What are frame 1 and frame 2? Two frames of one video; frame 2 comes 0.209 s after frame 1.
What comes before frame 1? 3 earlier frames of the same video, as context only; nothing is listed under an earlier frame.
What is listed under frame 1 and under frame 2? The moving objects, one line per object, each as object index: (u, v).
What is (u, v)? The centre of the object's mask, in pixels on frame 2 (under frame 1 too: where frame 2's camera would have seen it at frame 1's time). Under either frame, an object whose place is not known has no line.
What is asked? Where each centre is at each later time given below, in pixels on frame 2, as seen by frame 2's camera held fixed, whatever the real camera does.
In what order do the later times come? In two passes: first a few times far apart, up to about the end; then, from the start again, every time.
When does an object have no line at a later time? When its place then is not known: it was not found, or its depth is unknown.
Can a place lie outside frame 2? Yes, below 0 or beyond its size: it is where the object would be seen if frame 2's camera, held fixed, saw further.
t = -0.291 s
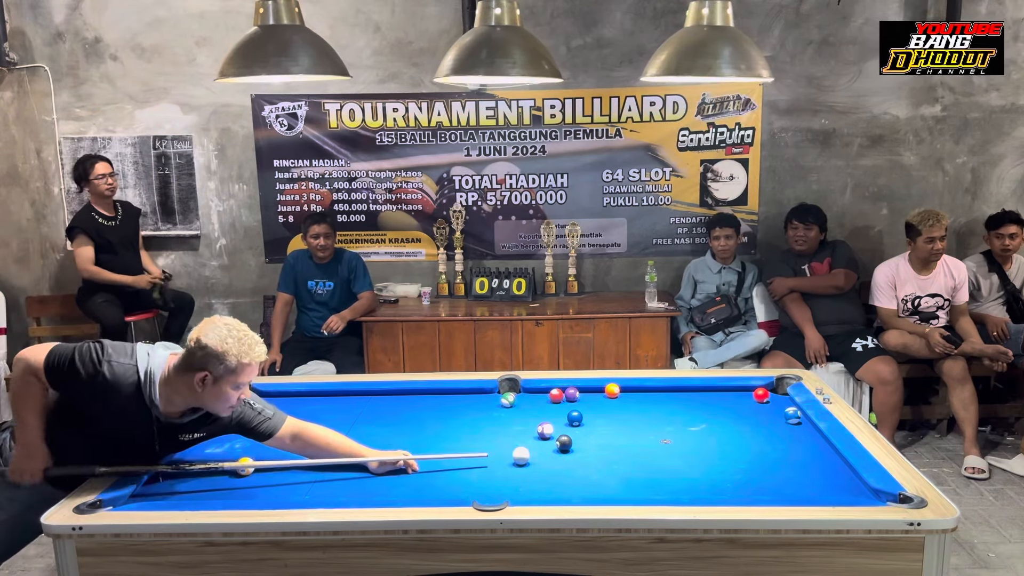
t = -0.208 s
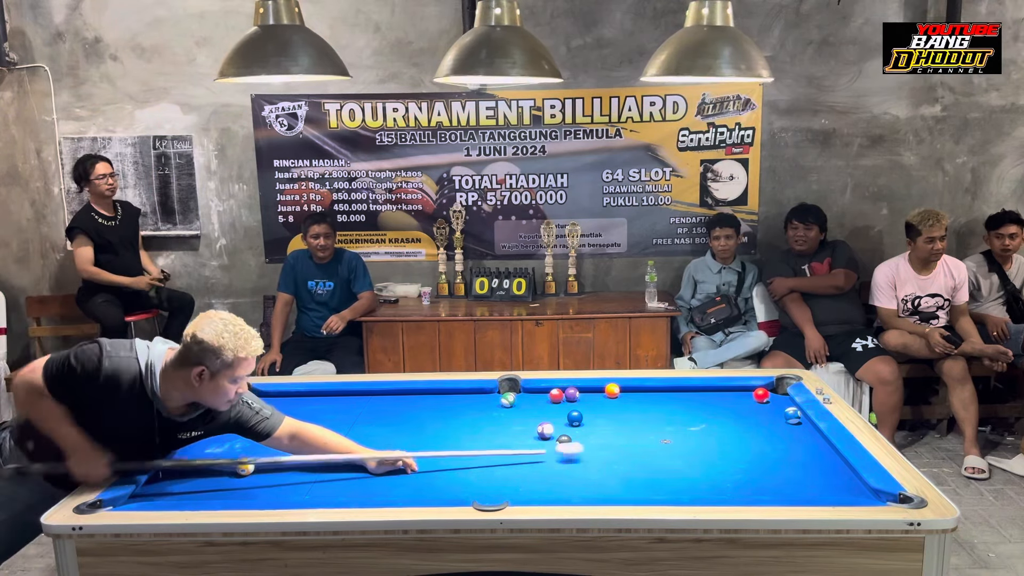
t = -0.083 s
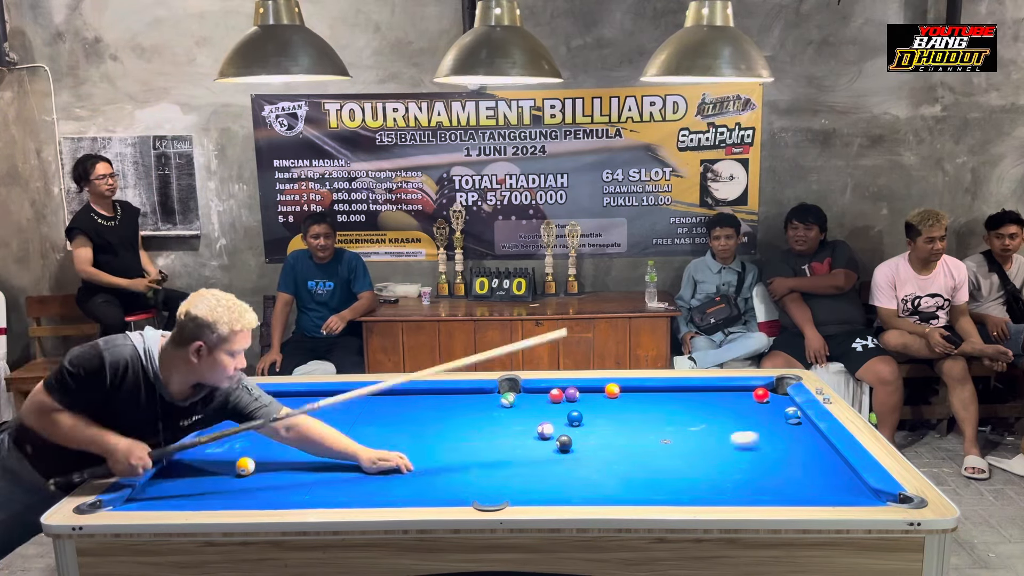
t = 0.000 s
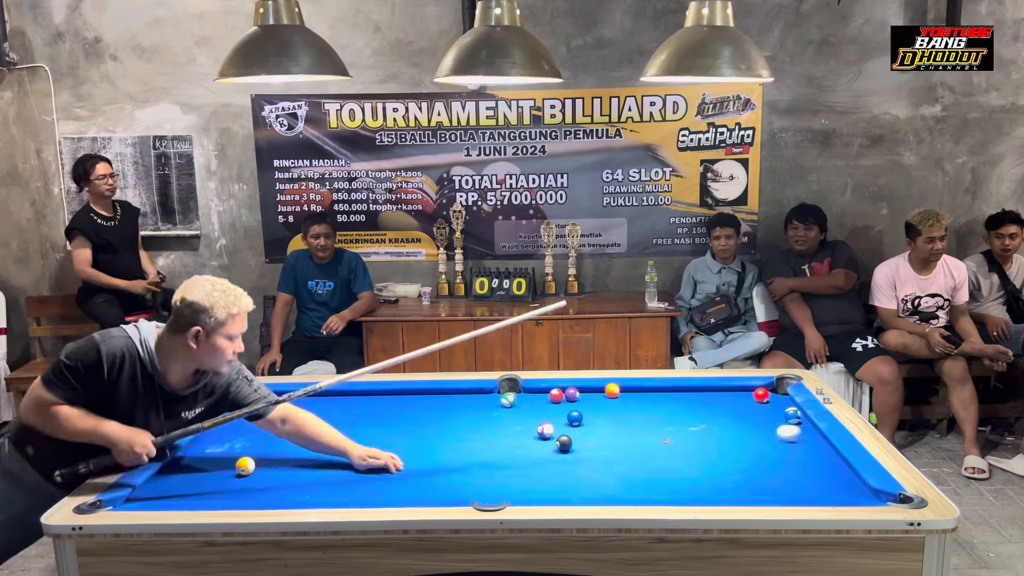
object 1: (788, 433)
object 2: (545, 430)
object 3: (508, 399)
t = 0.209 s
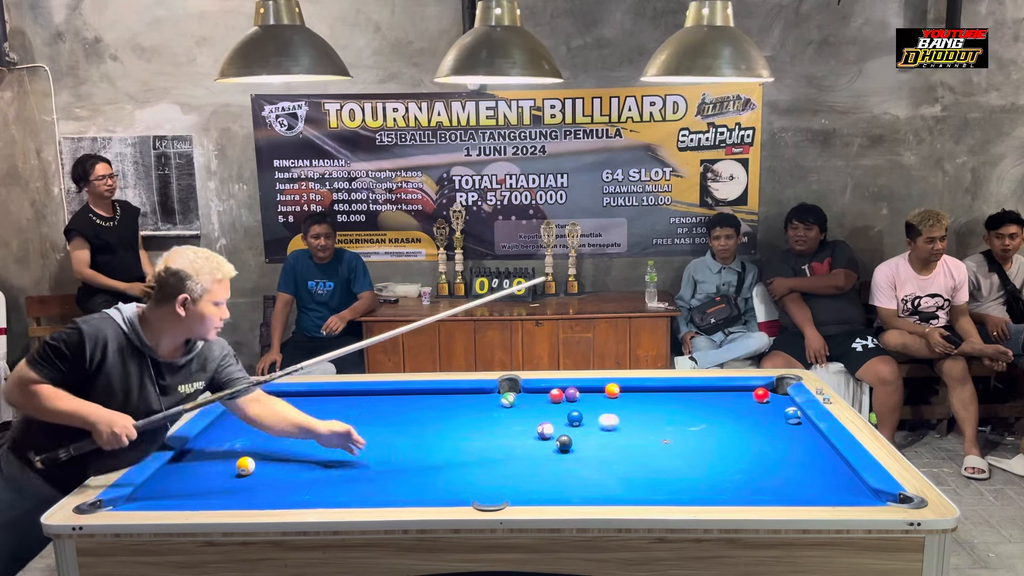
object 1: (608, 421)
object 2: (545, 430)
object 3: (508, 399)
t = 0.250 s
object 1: (588, 420)
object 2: (545, 430)
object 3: (508, 399)
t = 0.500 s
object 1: (554, 435)
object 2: (531, 430)
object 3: (501, 390)
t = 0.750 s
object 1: (519, 446)
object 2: (501, 429)
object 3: (509, 388)
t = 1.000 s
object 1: (481, 455)
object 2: (474, 427)
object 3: (497, 391)
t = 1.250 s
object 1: (443, 465)
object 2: (448, 427)
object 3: (485, 393)
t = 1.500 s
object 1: (404, 474)
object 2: (424, 426)
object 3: (475, 395)
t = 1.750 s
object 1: (365, 483)
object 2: (402, 425)
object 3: (465, 397)
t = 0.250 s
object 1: (588, 420)
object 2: (545, 430)
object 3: (508, 399)
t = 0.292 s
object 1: (581, 424)
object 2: (545, 430)
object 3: (508, 399)
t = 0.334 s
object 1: (576, 427)
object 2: (545, 430)
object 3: (507, 400)
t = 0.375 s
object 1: (566, 429)
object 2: (545, 430)
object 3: (506, 399)
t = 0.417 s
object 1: (561, 429)
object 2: (543, 430)
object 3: (506, 395)
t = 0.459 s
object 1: (558, 432)
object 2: (535, 430)
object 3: (503, 393)
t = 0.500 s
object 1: (554, 435)
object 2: (531, 430)
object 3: (501, 390)
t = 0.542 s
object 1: (549, 439)
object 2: (525, 429)
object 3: (502, 388)
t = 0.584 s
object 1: (544, 440)
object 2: (520, 429)
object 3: (506, 387)
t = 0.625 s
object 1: (537, 442)
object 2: (514, 429)
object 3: (513, 387)
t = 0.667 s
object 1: (532, 443)
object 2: (511, 429)
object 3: (515, 387)
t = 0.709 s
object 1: (524, 445)
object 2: (505, 429)
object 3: (512, 388)
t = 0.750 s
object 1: (519, 446)
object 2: (501, 429)
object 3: (509, 388)
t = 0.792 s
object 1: (512, 448)
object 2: (495, 428)
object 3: (506, 389)
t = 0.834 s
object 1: (507, 449)
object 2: (492, 428)
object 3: (505, 389)
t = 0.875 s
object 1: (499, 451)
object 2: (487, 428)
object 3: (502, 390)
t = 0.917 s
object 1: (494, 452)
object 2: (483, 428)
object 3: (501, 390)
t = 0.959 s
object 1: (486, 454)
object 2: (477, 427)
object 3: (498, 391)
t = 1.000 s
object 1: (481, 455)
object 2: (474, 427)
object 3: (497, 391)
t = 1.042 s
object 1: (473, 457)
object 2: (469, 427)
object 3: (494, 392)
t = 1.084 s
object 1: (469, 458)
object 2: (465, 427)
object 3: (493, 392)
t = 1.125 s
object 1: (461, 460)
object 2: (460, 427)
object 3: (491, 392)
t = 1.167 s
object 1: (456, 462)
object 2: (456, 427)
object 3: (489, 393)
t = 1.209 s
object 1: (448, 463)
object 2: (451, 427)
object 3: (486, 393)
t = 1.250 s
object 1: (443, 465)
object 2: (448, 427)
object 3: (485, 393)
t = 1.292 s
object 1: (435, 466)
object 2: (443, 426)
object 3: (483, 394)
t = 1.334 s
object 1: (430, 468)
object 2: (440, 427)
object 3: (481, 394)
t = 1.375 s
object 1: (422, 470)
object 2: (435, 426)
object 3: (480, 395)
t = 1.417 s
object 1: (417, 471)
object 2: (432, 426)
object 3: (478, 395)
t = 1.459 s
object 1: (409, 473)
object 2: (427, 426)
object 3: (476, 395)
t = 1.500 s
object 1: (404, 474)
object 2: (424, 426)
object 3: (475, 395)
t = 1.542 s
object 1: (396, 476)
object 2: (419, 426)
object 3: (473, 396)
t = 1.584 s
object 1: (391, 478)
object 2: (417, 426)
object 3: (471, 396)
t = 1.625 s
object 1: (384, 479)
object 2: (412, 426)
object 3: (470, 396)
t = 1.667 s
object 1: (378, 480)
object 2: (410, 426)
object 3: (468, 396)
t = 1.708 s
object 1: (371, 482)
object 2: (405, 425)
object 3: (466, 397)
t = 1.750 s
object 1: (365, 483)
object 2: (402, 425)
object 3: (465, 397)
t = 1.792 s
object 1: (358, 485)
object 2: (398, 425)
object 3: (463, 398)
